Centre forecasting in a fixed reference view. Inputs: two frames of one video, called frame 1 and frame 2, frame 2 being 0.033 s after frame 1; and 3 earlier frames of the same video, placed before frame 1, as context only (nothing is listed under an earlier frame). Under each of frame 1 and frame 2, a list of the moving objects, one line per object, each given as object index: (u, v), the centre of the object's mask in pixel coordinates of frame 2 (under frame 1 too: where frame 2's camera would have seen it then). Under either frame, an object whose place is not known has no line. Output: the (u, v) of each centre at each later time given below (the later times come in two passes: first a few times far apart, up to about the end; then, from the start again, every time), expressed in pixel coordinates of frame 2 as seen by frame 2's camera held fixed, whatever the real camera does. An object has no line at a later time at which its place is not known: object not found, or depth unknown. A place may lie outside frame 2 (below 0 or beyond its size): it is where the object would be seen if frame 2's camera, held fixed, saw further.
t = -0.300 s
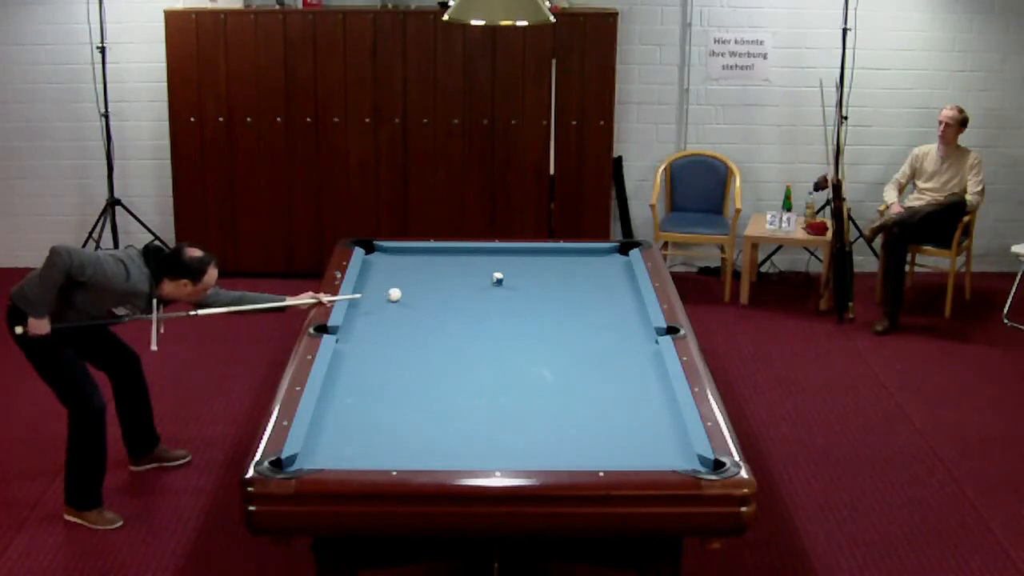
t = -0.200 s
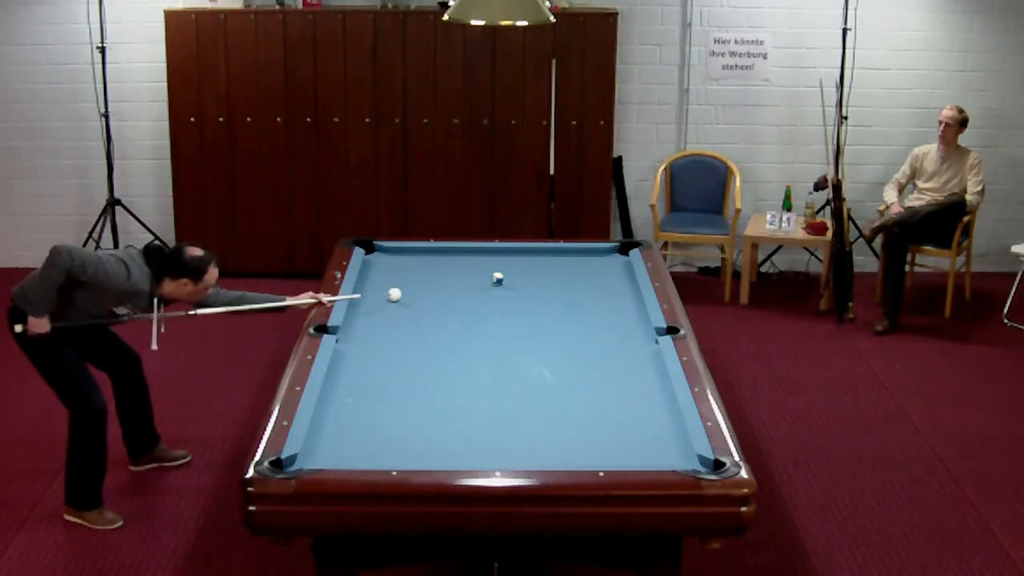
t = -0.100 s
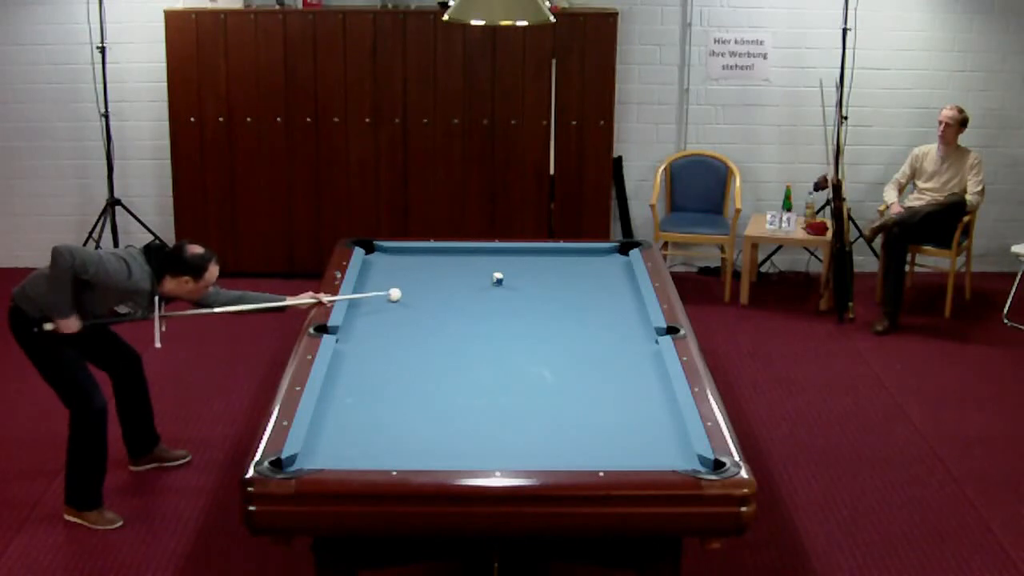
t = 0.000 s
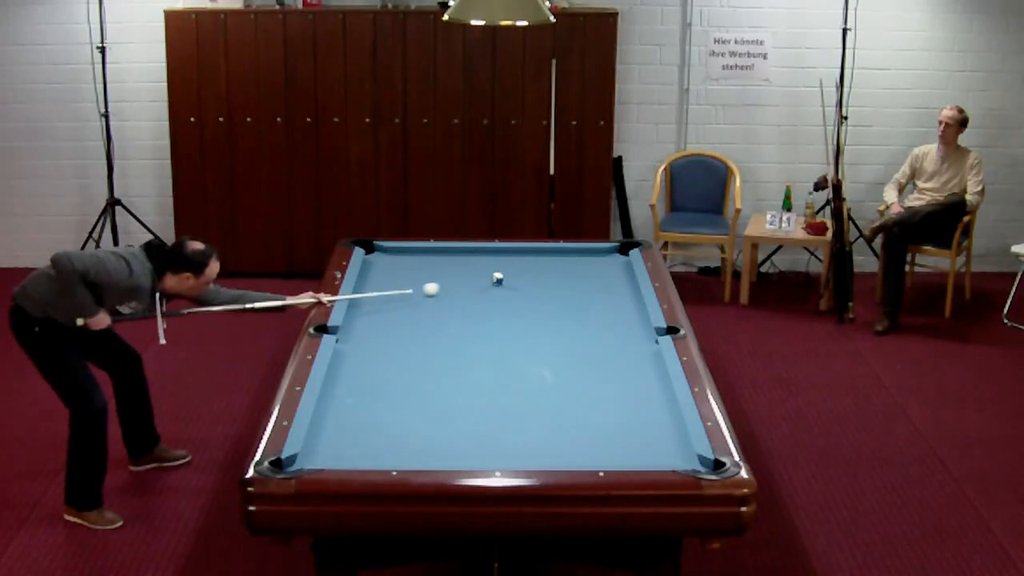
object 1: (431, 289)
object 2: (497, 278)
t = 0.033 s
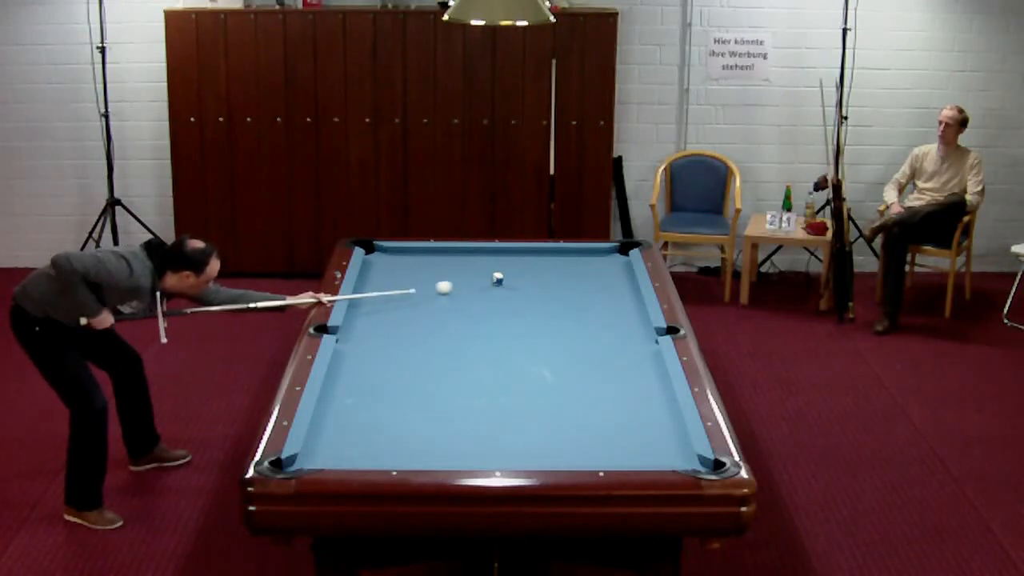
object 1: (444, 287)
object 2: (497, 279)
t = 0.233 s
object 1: (493, 283)
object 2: (520, 273)
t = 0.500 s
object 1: (527, 283)
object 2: (572, 260)
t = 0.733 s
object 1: (556, 284)
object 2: (612, 250)
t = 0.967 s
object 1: (585, 285)
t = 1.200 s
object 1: (613, 285)
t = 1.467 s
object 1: (627, 286)
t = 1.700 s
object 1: (614, 286)
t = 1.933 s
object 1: (602, 287)
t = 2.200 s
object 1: (590, 288)
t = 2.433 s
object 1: (580, 288)
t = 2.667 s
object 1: (571, 288)
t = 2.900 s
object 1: (563, 289)
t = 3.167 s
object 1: (555, 289)
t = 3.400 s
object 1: (549, 290)
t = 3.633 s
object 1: (543, 290)
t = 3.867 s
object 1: (539, 290)
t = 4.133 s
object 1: (535, 290)
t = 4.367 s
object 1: (533, 291)
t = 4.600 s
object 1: (531, 291)
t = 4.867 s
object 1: (530, 291)
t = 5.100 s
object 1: (530, 291)
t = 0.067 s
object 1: (456, 285)
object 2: (497, 279)
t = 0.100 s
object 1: (468, 284)
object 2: (497, 279)
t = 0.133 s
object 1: (481, 282)
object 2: (497, 278)
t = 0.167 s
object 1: (489, 281)
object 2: (502, 277)
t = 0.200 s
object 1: (491, 282)
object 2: (511, 275)
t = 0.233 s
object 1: (493, 283)
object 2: (520, 273)
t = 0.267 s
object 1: (497, 283)
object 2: (528, 271)
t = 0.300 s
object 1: (501, 283)
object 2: (535, 270)
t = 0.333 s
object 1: (505, 283)
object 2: (541, 268)
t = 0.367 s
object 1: (509, 283)
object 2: (549, 266)
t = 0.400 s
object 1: (513, 283)
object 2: (555, 265)
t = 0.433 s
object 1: (518, 283)
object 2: (561, 263)
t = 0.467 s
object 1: (522, 283)
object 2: (567, 262)
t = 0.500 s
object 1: (527, 283)
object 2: (572, 260)
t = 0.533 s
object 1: (531, 284)
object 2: (578, 259)
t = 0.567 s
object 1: (535, 284)
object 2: (584, 257)
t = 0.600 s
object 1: (540, 284)
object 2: (591, 256)
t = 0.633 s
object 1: (544, 284)
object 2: (595, 255)
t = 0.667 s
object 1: (548, 284)
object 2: (601, 252)
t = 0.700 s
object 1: (553, 284)
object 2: (606, 253)
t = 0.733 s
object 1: (556, 284)
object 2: (612, 250)
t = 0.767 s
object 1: (561, 284)
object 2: (618, 249)
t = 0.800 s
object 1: (565, 284)
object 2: (622, 248)
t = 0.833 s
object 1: (569, 285)
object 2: (628, 249)
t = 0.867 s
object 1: (573, 285)
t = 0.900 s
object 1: (577, 285)
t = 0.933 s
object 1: (581, 285)
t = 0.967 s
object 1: (585, 285)
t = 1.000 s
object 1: (590, 285)
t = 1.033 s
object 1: (593, 285)
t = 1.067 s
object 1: (597, 285)
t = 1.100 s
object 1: (601, 285)
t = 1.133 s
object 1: (605, 285)
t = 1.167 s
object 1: (609, 285)
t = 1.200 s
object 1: (613, 285)
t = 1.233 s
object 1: (617, 285)
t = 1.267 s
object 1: (621, 285)
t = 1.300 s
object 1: (624, 285)
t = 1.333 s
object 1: (628, 285)
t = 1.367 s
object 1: (632, 285)
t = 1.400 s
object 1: (631, 286)
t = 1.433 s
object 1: (629, 286)
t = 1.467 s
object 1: (627, 286)
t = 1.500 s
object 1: (625, 286)
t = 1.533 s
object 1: (623, 286)
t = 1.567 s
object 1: (621, 286)
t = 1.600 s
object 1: (620, 286)
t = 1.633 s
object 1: (618, 286)
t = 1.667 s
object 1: (616, 286)
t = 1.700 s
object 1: (614, 286)
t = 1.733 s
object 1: (612, 286)
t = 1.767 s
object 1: (610, 287)
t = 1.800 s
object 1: (609, 287)
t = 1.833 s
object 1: (607, 287)
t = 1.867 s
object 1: (606, 287)
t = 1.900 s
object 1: (604, 287)
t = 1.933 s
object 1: (602, 287)
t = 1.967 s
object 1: (600, 287)
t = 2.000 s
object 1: (599, 287)
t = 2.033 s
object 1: (597, 287)
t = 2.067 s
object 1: (596, 287)
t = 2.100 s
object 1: (594, 287)
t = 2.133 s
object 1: (593, 288)
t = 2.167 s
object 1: (591, 288)
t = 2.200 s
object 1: (590, 288)
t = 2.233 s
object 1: (588, 288)
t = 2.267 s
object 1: (587, 288)
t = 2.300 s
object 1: (585, 288)
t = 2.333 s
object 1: (584, 288)
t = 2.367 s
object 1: (582, 288)
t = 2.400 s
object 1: (581, 288)
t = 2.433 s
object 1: (580, 288)
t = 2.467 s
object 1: (578, 288)
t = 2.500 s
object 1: (577, 288)
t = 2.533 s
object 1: (576, 288)
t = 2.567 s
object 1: (574, 288)
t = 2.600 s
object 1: (573, 288)
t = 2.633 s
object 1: (572, 288)
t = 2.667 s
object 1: (571, 288)
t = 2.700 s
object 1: (570, 289)
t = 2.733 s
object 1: (569, 289)
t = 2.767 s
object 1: (567, 289)
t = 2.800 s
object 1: (566, 289)
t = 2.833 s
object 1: (565, 289)
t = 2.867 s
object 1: (564, 289)
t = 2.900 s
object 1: (563, 289)
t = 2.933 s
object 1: (561, 289)
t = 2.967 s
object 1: (561, 289)
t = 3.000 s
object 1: (560, 289)
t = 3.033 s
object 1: (559, 289)
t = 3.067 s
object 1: (558, 289)
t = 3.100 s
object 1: (557, 289)
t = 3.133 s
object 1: (556, 290)
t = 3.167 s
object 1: (555, 289)
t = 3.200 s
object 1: (554, 289)
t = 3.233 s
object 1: (553, 290)
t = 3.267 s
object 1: (552, 290)
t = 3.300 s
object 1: (551, 290)
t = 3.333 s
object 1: (550, 290)
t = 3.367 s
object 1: (549, 290)
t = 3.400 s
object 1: (549, 290)
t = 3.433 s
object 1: (548, 290)
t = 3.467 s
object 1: (547, 290)
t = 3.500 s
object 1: (546, 290)
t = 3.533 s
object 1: (546, 290)
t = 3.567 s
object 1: (545, 290)
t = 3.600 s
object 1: (544, 290)
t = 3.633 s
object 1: (543, 290)
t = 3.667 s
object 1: (542, 290)
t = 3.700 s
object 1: (542, 290)
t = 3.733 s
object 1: (541, 290)
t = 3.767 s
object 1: (541, 290)
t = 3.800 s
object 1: (540, 290)
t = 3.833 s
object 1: (539, 290)
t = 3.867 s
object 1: (539, 290)
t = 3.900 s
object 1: (538, 290)
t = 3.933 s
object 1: (538, 290)
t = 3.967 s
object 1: (537, 290)
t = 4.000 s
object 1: (536, 290)
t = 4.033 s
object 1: (536, 290)
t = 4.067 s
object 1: (536, 290)
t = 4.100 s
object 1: (535, 290)
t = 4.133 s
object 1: (535, 290)
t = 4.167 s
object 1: (535, 291)
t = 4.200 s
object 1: (534, 290)
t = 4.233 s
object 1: (534, 290)
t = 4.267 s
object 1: (534, 291)
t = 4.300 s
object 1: (533, 291)
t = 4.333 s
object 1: (533, 291)
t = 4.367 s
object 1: (533, 291)
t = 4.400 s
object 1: (532, 291)
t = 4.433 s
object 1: (532, 291)
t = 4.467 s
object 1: (532, 291)
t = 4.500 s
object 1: (532, 291)
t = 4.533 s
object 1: (532, 291)
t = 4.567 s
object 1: (531, 291)
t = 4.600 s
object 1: (531, 291)
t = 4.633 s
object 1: (531, 291)
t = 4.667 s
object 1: (531, 291)
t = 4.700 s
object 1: (531, 291)
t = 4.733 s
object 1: (531, 291)
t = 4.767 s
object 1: (531, 291)
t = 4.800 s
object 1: (530, 291)
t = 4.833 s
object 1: (530, 291)
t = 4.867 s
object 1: (530, 291)
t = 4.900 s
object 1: (530, 291)
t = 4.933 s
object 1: (530, 291)
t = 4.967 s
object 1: (530, 291)
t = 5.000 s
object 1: (530, 291)
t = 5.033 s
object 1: (530, 291)
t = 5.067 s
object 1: (530, 291)
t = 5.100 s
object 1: (530, 291)
